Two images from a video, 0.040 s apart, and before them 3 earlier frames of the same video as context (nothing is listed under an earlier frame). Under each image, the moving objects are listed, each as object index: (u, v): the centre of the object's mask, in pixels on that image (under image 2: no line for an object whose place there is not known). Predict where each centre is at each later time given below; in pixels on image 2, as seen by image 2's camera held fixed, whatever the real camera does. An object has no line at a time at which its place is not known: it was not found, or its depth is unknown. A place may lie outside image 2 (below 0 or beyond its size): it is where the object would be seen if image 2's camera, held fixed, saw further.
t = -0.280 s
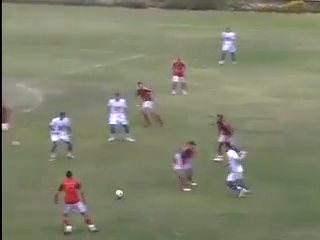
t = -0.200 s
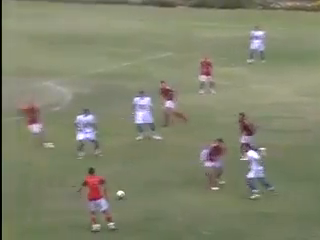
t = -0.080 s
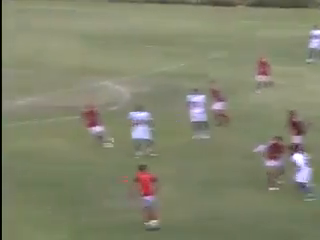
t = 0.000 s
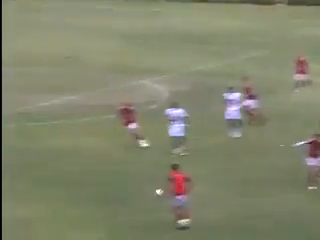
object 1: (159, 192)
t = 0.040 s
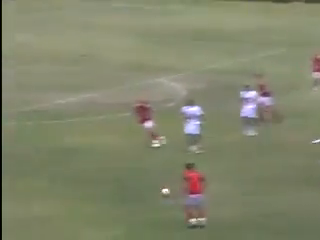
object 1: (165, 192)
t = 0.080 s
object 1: (159, 192)
